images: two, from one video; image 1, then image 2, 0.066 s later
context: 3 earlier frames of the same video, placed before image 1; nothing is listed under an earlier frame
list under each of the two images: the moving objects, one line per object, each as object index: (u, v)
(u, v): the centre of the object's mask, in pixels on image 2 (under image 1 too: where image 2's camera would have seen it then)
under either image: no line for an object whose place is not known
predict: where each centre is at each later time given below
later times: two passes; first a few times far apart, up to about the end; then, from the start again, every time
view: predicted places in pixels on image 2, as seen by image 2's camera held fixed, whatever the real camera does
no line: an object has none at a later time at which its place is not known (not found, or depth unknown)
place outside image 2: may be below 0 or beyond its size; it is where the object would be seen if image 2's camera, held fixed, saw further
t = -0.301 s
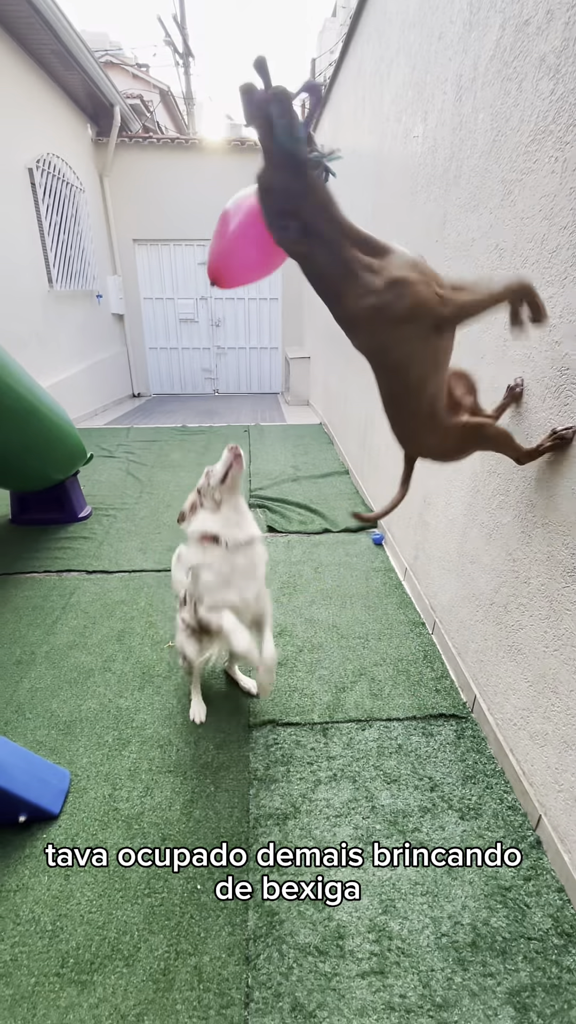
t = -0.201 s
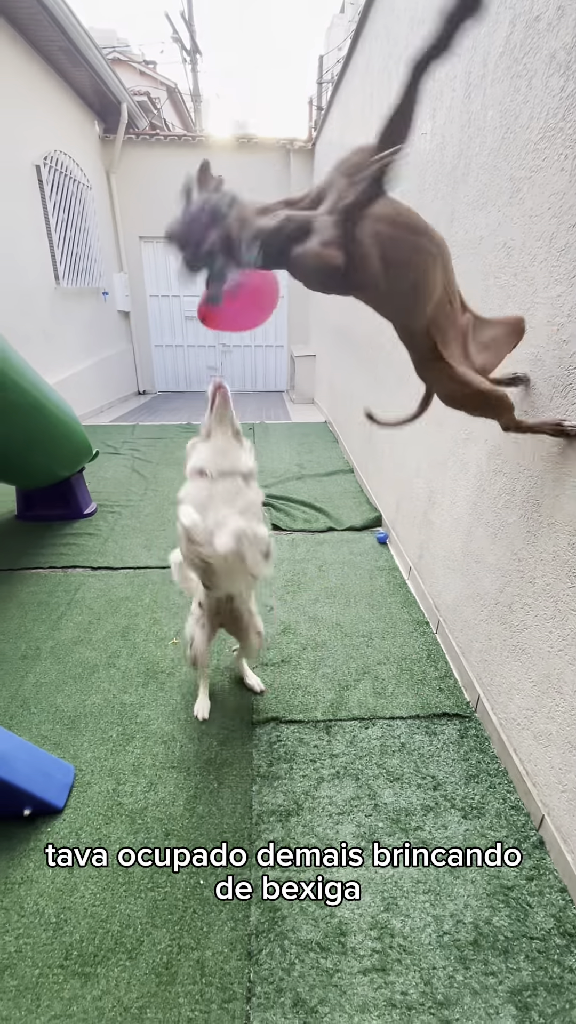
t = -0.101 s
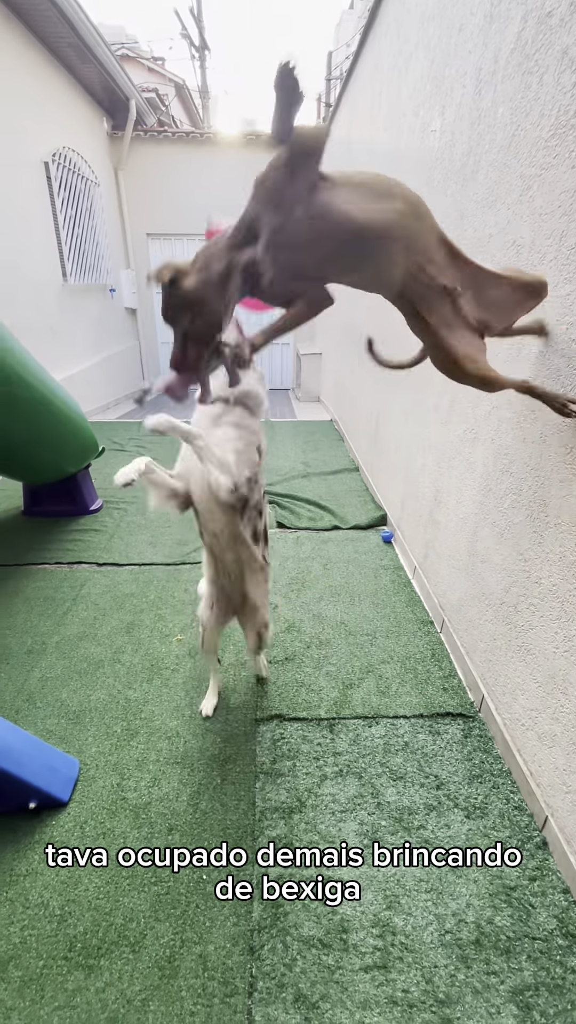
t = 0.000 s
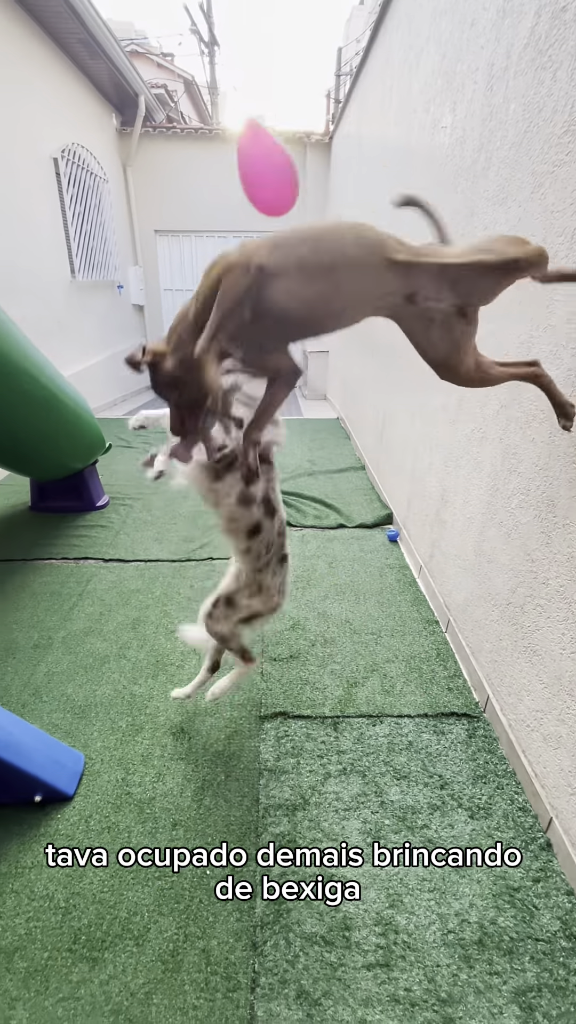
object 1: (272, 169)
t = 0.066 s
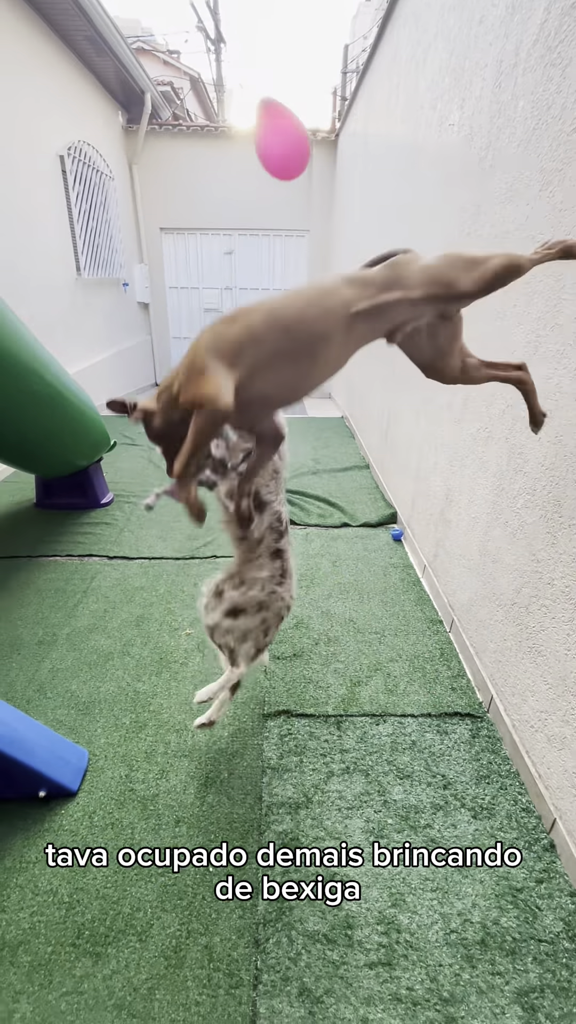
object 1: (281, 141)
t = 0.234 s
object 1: (298, 123)
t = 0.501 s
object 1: (326, 140)
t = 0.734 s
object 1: (344, 176)
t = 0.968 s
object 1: (363, 224)
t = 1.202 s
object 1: (368, 288)
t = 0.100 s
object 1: (286, 133)
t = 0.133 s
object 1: (290, 129)
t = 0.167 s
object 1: (293, 127)
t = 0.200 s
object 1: (296, 123)
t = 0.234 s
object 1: (298, 123)
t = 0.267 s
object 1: (300, 124)
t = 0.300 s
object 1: (305, 125)
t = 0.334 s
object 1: (309, 127)
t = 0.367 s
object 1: (314, 129)
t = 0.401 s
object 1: (317, 131)
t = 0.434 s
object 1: (321, 133)
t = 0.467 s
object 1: (323, 136)
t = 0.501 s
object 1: (326, 140)
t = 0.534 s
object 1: (328, 144)
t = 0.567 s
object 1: (331, 148)
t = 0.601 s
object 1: (333, 153)
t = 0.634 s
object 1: (336, 158)
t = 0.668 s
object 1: (338, 164)
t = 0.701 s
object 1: (341, 170)
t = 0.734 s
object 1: (344, 176)
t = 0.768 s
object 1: (347, 182)
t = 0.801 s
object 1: (350, 189)
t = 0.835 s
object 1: (353, 195)
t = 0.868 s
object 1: (355, 202)
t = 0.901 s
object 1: (358, 209)
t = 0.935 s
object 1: (361, 216)
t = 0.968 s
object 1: (363, 224)
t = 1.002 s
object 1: (366, 232)
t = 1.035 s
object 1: (367, 240)
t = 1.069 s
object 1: (368, 249)
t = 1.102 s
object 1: (369, 259)
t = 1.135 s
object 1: (369, 268)
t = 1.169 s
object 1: (369, 278)
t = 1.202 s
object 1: (368, 288)
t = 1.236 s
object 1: (367, 297)
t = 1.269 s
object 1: (367, 307)
